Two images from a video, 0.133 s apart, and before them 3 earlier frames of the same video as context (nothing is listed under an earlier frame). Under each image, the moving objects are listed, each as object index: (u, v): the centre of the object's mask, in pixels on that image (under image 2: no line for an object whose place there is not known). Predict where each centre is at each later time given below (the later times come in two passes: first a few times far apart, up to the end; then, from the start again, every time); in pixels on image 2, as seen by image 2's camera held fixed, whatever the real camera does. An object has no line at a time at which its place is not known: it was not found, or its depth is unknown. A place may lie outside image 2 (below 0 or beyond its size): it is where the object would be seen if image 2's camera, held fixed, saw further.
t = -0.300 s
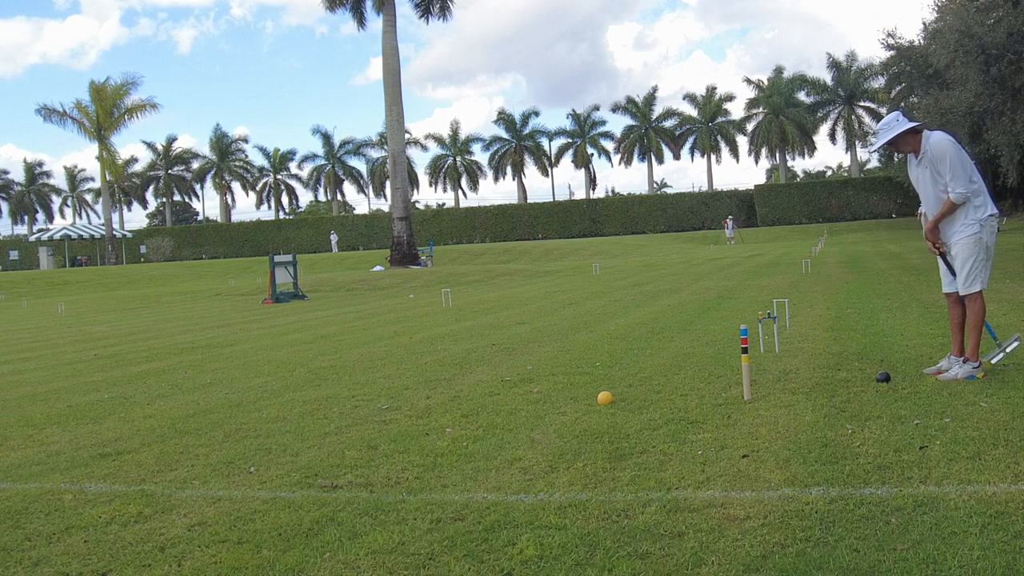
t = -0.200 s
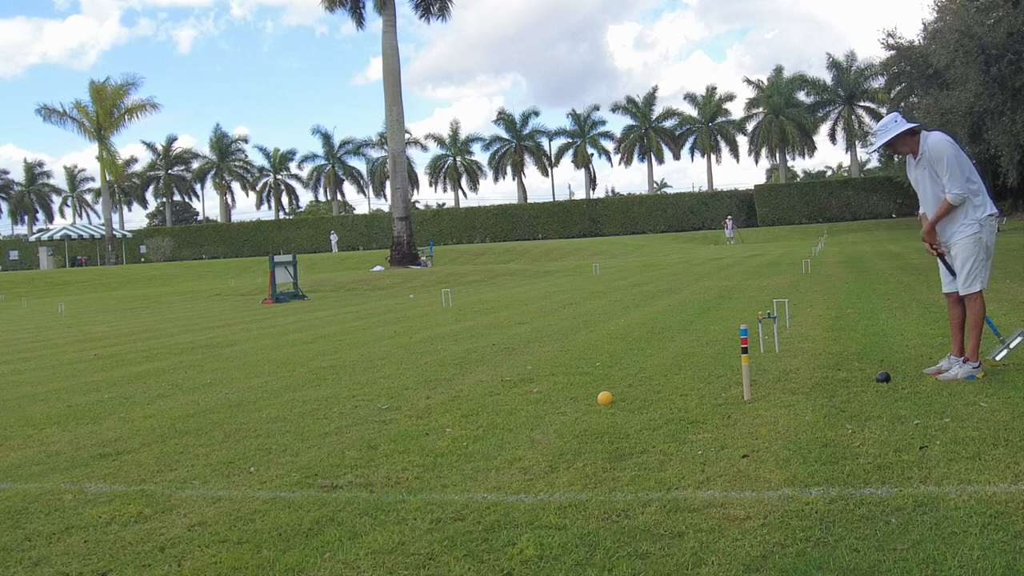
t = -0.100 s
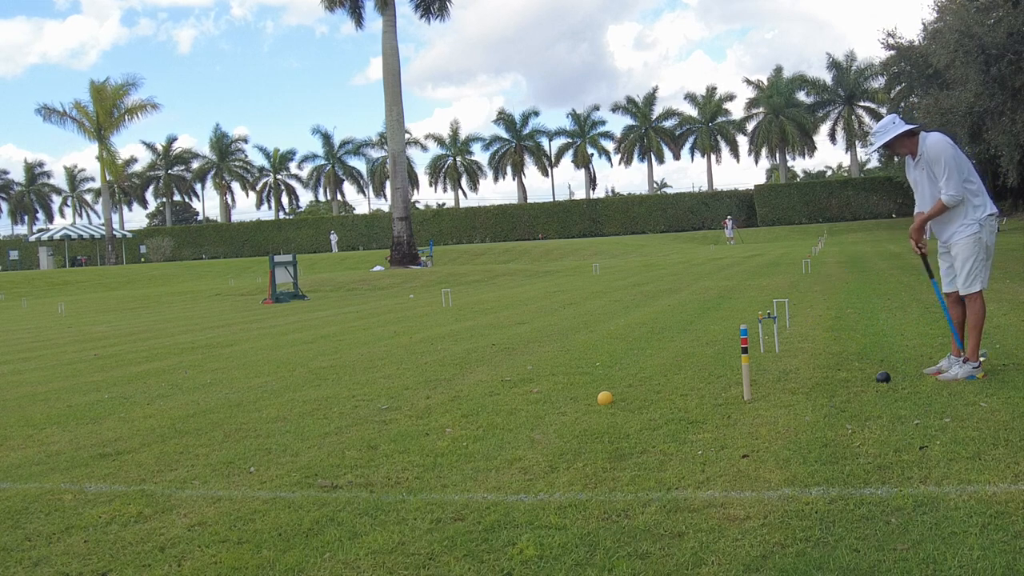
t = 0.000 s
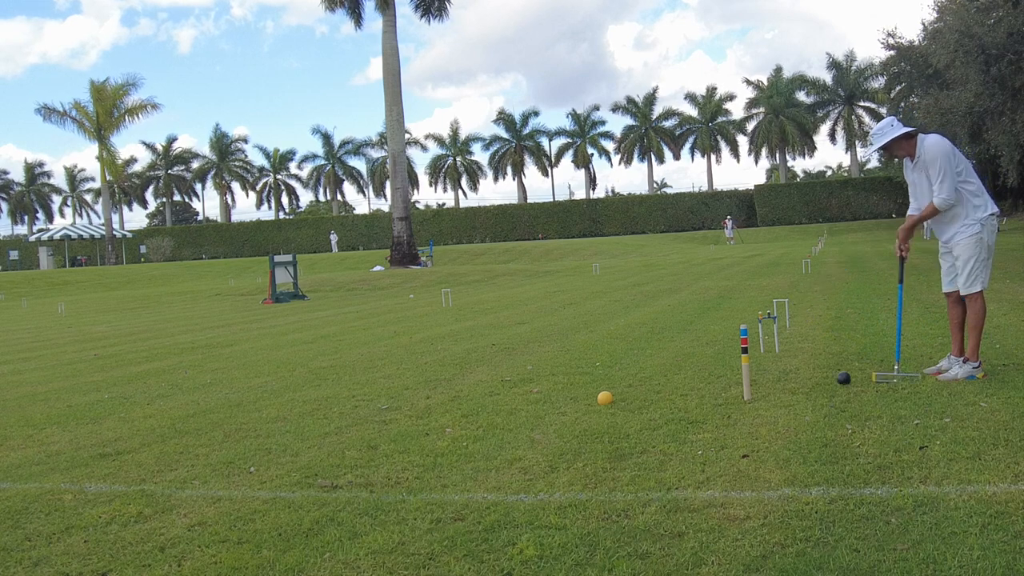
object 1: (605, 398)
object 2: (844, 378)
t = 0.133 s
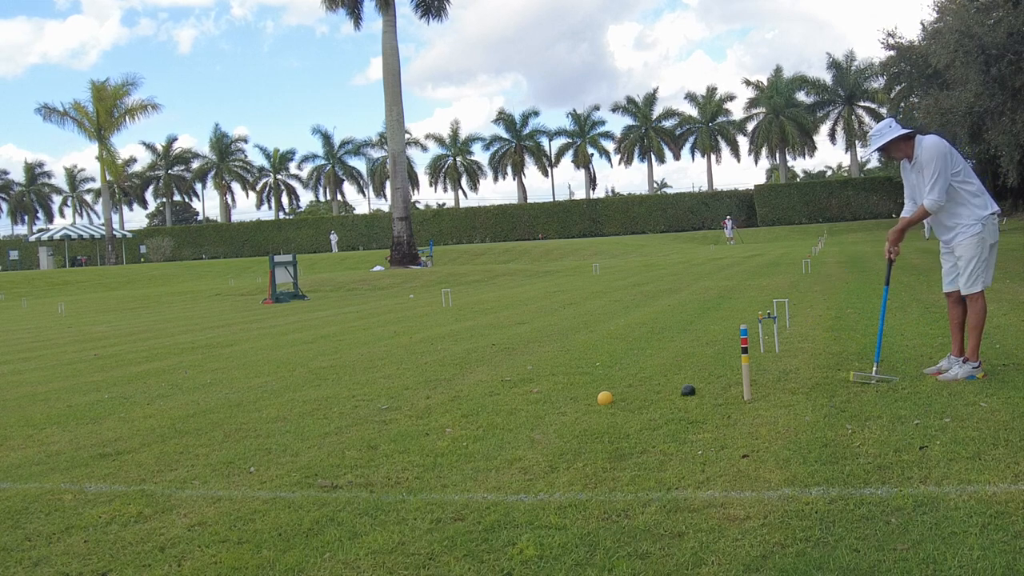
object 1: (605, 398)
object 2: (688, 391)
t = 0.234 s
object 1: (591, 398)
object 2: (602, 382)
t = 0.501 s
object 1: (484, 418)
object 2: (497, 364)
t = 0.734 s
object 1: (401, 433)
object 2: (422, 377)
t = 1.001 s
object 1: (323, 448)
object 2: (353, 380)
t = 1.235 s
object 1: (273, 457)
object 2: (309, 376)
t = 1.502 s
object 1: (234, 465)
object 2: (271, 375)
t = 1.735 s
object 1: (220, 467)
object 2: (250, 373)
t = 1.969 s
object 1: (221, 467)
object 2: (237, 372)
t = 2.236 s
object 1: (221, 468)
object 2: (231, 372)
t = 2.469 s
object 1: (221, 468)
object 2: (232, 371)
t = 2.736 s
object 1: (221, 468)
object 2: (232, 371)
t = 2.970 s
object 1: (221, 468)
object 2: (232, 371)
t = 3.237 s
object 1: (221, 468)
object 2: (232, 371)
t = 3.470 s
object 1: (221, 467)
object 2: (232, 371)
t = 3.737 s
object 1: (221, 467)
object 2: (232, 371)
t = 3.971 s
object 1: (221, 467)
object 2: (232, 371)
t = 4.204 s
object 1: (221, 467)
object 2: (232, 372)
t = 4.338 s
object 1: (221, 467)
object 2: (232, 371)
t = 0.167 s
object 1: (605, 398)
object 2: (652, 392)
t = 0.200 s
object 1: (605, 398)
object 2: (619, 392)
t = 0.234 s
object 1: (591, 398)
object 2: (602, 382)
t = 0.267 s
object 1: (578, 398)
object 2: (588, 374)
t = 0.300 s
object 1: (563, 399)
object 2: (573, 367)
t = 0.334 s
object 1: (550, 402)
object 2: (560, 362)
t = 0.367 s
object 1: (535, 408)
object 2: (546, 359)
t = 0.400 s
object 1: (521, 413)
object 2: (533, 358)
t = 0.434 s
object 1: (509, 414)
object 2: (521, 358)
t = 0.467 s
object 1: (497, 416)
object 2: (508, 361)
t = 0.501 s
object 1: (484, 418)
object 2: (497, 364)
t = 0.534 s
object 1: (472, 421)
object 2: (485, 370)
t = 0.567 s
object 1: (460, 424)
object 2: (474, 377)
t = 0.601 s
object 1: (448, 425)
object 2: (464, 384)
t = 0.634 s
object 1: (436, 427)
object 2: (452, 382)
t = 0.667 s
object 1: (425, 429)
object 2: (442, 378)
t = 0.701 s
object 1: (413, 431)
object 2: (432, 377)
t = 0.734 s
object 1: (401, 433)
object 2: (422, 377)
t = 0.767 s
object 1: (391, 435)
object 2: (412, 378)
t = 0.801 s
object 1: (380, 437)
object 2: (402, 381)
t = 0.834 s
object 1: (370, 439)
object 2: (393, 382)
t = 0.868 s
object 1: (360, 442)
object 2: (384, 380)
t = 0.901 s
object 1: (350, 444)
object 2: (376, 378)
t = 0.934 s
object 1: (341, 446)
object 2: (368, 378)
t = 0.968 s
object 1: (331, 448)
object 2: (361, 378)
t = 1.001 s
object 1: (323, 448)
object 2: (353, 380)
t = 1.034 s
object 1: (316, 447)
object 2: (346, 379)
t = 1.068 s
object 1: (309, 449)
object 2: (339, 378)
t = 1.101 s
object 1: (301, 452)
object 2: (333, 377)
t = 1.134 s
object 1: (293, 455)
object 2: (326, 378)
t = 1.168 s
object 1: (287, 456)
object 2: (320, 378)
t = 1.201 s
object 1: (280, 456)
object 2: (314, 377)
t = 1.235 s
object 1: (273, 457)
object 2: (309, 376)
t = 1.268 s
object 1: (267, 458)
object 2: (303, 376)
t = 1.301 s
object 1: (262, 460)
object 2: (298, 376)
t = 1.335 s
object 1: (256, 461)
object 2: (293, 376)
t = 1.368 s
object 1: (251, 462)
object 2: (288, 376)
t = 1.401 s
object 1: (246, 463)
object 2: (283, 376)
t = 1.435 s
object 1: (241, 464)
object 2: (279, 376)
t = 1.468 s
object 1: (238, 465)
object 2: (274, 375)
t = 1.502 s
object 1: (234, 465)
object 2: (271, 375)
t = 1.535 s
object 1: (231, 465)
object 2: (267, 375)
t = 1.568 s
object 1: (228, 466)
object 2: (263, 375)
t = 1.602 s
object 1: (225, 467)
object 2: (260, 375)
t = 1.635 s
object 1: (223, 467)
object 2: (257, 374)
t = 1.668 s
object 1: (222, 467)
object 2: (255, 374)
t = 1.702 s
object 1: (220, 467)
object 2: (252, 374)
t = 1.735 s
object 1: (220, 467)
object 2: (250, 373)
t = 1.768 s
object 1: (220, 467)
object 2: (248, 373)
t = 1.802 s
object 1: (220, 467)
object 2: (246, 373)
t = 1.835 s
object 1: (221, 467)
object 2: (244, 372)
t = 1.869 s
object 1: (221, 467)
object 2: (243, 373)
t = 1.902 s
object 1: (221, 467)
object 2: (241, 372)
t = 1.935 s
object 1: (221, 467)
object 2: (239, 372)
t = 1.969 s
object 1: (221, 467)
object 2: (237, 372)
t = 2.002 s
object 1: (221, 467)
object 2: (236, 372)
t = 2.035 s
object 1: (221, 467)
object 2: (235, 371)
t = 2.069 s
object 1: (221, 467)
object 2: (234, 371)
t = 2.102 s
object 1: (221, 467)
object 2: (233, 372)
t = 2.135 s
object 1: (221, 467)
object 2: (232, 372)
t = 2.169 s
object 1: (221, 467)
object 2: (231, 372)
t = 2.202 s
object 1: (221, 468)
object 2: (231, 372)
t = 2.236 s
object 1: (221, 468)
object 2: (231, 372)
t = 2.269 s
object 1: (221, 468)
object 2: (231, 372)
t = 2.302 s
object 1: (221, 468)
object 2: (231, 372)
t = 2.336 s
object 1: (221, 468)
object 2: (231, 372)
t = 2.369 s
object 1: (221, 468)
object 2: (231, 371)
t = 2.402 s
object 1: (221, 468)
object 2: (232, 371)
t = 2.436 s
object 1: (221, 468)
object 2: (232, 371)
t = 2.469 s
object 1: (221, 468)
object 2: (232, 371)
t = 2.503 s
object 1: (221, 468)
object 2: (232, 371)
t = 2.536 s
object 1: (221, 468)
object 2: (232, 371)
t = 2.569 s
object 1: (221, 468)
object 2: (232, 371)
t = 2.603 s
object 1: (221, 468)
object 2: (232, 372)
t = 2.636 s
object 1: (221, 468)
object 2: (232, 372)
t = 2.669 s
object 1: (221, 468)
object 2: (232, 372)
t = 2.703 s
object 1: (221, 468)
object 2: (232, 372)
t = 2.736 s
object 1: (221, 468)
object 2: (232, 371)
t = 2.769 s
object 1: (221, 468)
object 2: (232, 372)
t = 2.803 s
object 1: (221, 468)
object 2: (232, 371)
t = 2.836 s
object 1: (221, 468)
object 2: (232, 372)
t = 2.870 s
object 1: (221, 468)
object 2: (232, 372)
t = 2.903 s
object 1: (221, 468)
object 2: (232, 371)
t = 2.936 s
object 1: (221, 468)
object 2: (232, 371)
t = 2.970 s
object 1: (221, 468)
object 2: (232, 371)
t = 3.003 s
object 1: (221, 468)
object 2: (232, 371)
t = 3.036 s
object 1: (221, 468)
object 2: (232, 371)
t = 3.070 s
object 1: (221, 468)
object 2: (232, 371)
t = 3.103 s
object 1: (221, 468)
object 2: (232, 371)
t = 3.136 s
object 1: (221, 468)
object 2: (232, 371)
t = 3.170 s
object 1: (221, 468)
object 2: (232, 371)
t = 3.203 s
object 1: (221, 468)
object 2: (232, 371)
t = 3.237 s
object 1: (221, 468)
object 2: (232, 371)
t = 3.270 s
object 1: (221, 468)
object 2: (232, 371)
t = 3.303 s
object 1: (221, 468)
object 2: (232, 372)
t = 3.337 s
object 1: (221, 468)
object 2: (232, 371)
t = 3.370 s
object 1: (221, 468)
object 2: (232, 371)
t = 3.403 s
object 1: (221, 467)
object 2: (232, 371)
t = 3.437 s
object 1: (221, 467)
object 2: (232, 371)
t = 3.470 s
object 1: (221, 467)
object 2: (232, 371)
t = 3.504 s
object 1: (221, 467)
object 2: (232, 371)
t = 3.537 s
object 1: (221, 467)
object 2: (232, 371)
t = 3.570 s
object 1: (221, 467)
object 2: (232, 371)
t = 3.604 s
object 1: (221, 467)
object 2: (232, 371)
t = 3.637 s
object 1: (221, 467)
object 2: (232, 371)
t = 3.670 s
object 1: (221, 467)
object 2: (232, 371)
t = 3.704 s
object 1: (221, 467)
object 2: (232, 371)
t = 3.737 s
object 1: (221, 467)
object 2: (232, 371)
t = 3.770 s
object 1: (221, 467)
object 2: (232, 371)
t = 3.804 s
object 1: (221, 467)
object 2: (232, 371)
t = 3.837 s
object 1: (221, 467)
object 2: (232, 371)
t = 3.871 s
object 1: (221, 467)
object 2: (232, 371)
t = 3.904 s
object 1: (221, 467)
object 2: (232, 371)
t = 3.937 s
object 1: (221, 467)
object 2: (232, 371)
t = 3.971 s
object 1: (221, 467)
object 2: (232, 371)
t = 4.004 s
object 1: (221, 467)
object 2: (232, 371)
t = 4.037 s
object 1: (221, 467)
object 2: (232, 371)
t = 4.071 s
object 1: (221, 467)
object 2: (232, 371)
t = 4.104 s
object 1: (221, 467)
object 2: (232, 371)
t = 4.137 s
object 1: (221, 467)
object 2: (232, 371)
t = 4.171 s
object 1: (221, 467)
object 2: (232, 371)
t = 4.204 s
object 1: (221, 467)
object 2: (232, 372)
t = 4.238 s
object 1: (221, 467)
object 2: (232, 372)
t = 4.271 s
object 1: (221, 467)
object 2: (232, 372)
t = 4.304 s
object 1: (221, 467)
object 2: (232, 371)
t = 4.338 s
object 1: (221, 467)
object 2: (232, 371)
